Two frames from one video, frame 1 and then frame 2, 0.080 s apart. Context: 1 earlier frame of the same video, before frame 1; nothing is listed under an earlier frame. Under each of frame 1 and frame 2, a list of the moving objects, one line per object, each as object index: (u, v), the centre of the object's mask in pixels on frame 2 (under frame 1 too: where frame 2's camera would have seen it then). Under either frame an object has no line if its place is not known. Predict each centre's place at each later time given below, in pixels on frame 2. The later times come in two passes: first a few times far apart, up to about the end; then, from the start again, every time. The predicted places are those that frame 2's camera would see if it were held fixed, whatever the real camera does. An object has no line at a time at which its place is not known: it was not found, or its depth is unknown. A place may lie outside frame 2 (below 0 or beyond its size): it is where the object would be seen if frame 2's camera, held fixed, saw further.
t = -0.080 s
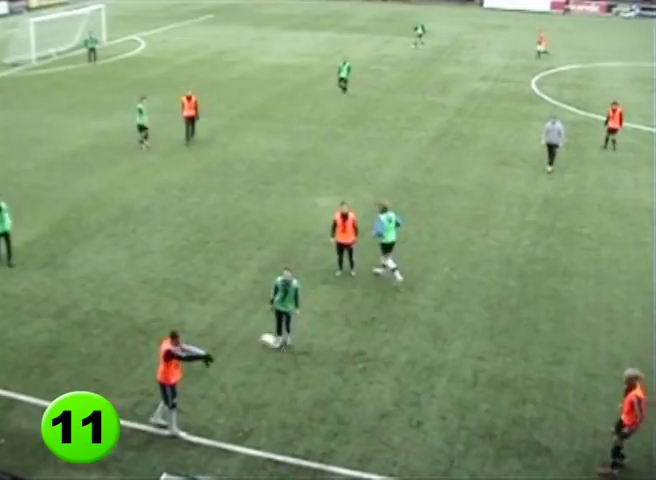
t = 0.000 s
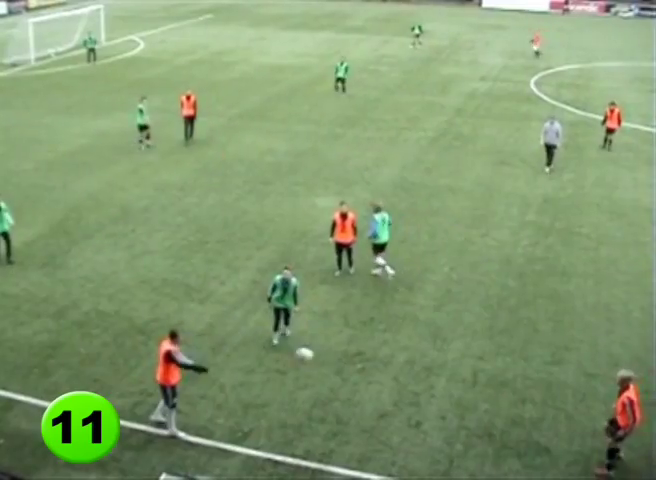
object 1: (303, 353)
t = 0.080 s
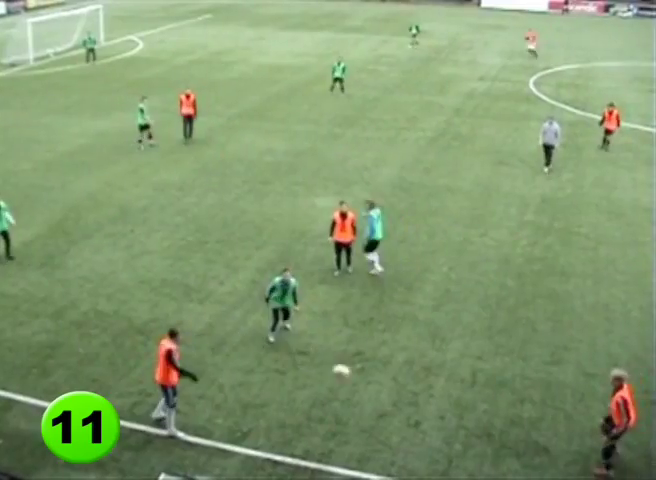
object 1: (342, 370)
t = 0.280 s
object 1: (429, 423)
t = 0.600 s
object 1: (518, 404)
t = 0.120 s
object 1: (359, 379)
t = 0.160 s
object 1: (377, 389)
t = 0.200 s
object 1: (395, 400)
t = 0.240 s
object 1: (412, 412)
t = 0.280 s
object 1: (429, 423)
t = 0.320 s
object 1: (446, 437)
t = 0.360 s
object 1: (458, 434)
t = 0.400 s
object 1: (468, 426)
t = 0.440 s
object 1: (479, 421)
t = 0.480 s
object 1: (489, 415)
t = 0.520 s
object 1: (499, 411)
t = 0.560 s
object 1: (509, 407)
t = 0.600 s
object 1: (518, 404)
